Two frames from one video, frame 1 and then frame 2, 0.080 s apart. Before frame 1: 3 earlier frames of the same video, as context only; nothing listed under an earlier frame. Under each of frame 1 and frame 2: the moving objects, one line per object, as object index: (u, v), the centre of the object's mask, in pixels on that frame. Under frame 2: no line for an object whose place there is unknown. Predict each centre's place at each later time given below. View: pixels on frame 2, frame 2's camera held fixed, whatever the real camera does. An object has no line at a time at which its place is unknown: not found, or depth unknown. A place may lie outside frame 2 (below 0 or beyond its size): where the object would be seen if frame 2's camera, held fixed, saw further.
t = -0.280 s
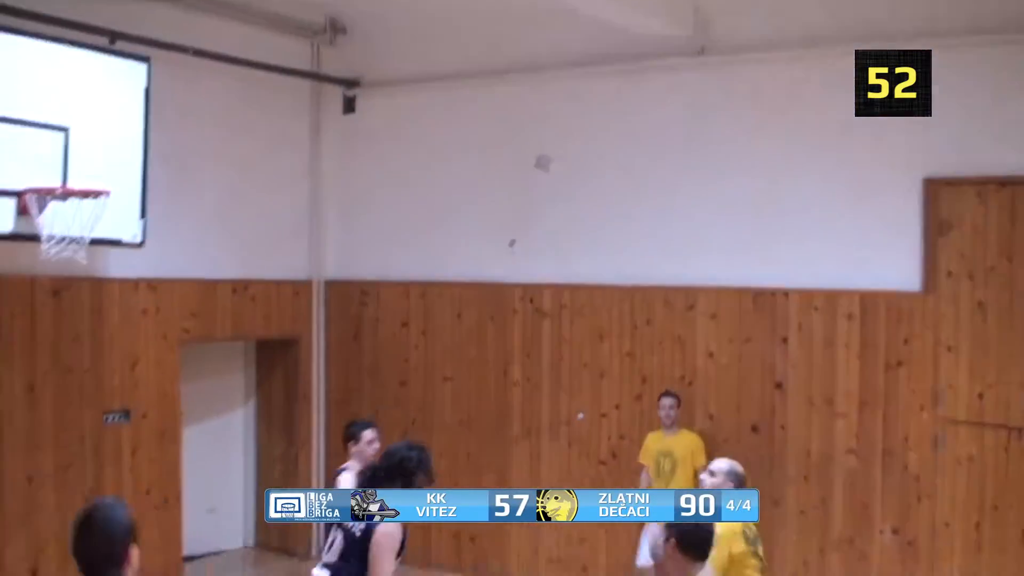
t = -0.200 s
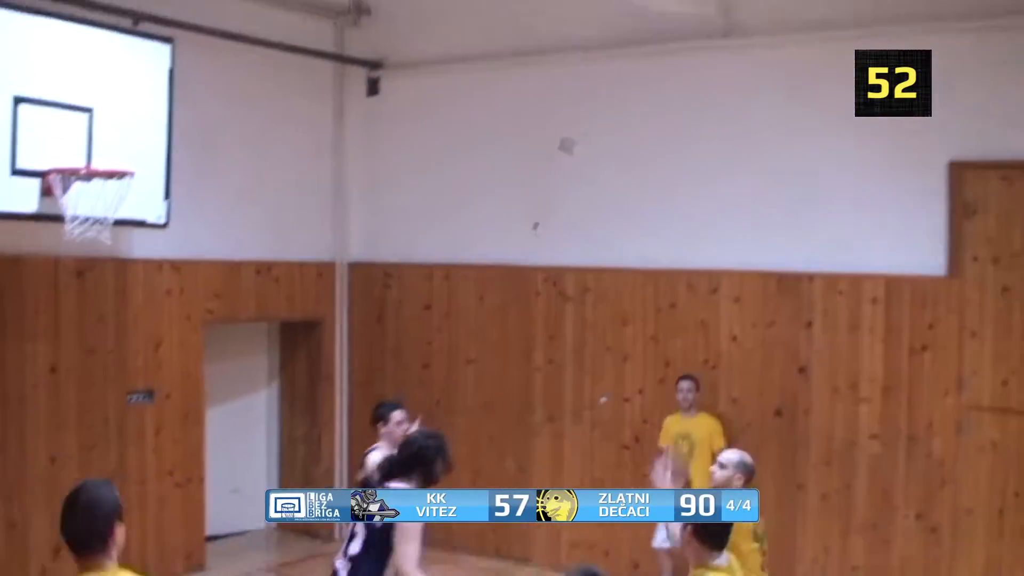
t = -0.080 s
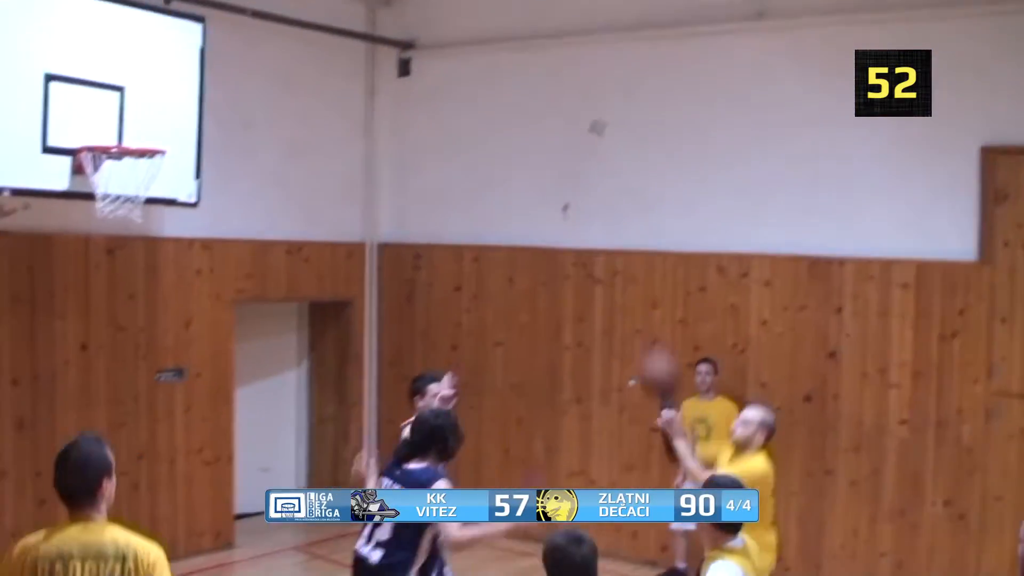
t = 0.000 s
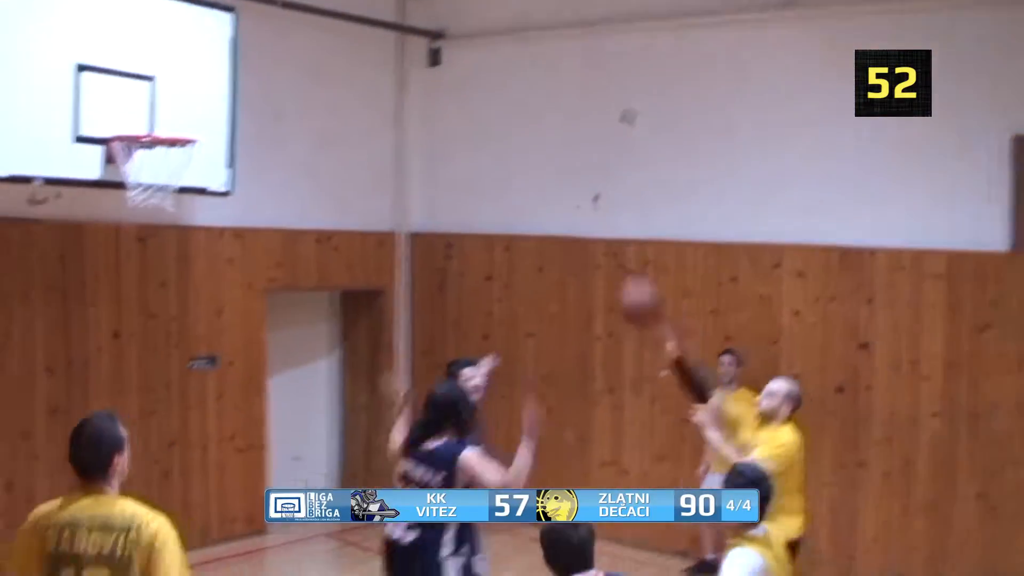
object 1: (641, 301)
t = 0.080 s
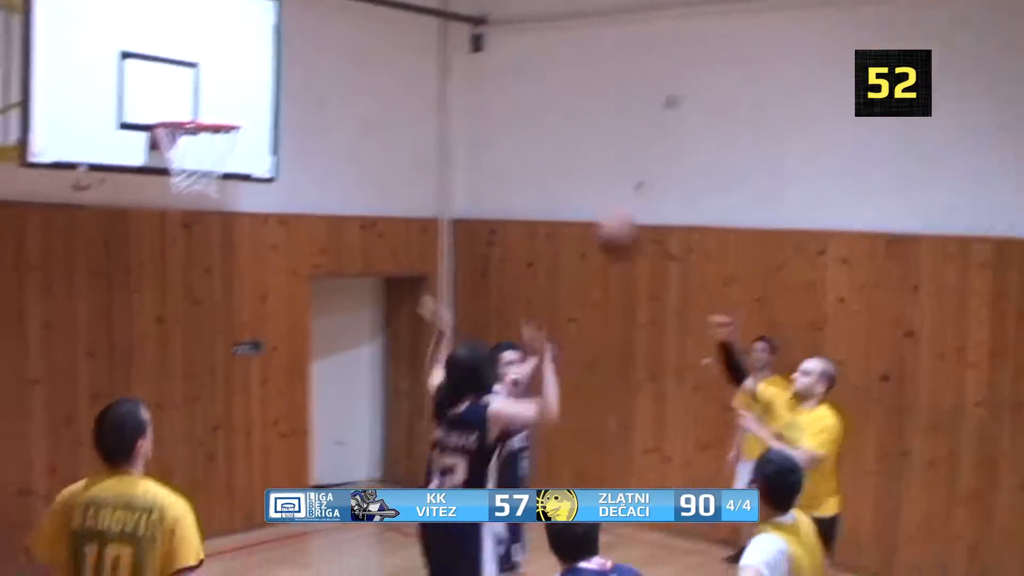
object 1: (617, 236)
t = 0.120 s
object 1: (586, 215)
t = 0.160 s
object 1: (552, 192)
